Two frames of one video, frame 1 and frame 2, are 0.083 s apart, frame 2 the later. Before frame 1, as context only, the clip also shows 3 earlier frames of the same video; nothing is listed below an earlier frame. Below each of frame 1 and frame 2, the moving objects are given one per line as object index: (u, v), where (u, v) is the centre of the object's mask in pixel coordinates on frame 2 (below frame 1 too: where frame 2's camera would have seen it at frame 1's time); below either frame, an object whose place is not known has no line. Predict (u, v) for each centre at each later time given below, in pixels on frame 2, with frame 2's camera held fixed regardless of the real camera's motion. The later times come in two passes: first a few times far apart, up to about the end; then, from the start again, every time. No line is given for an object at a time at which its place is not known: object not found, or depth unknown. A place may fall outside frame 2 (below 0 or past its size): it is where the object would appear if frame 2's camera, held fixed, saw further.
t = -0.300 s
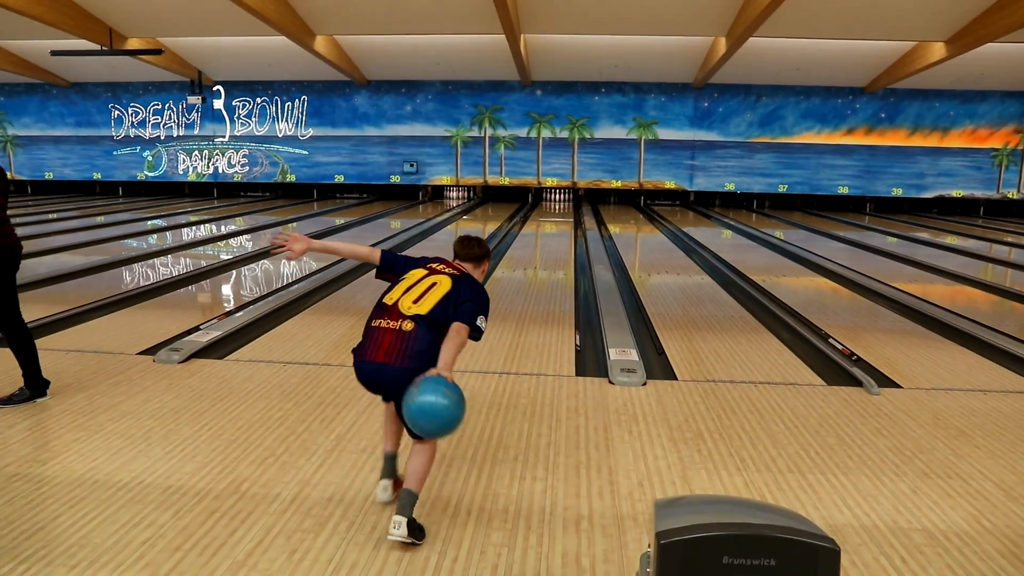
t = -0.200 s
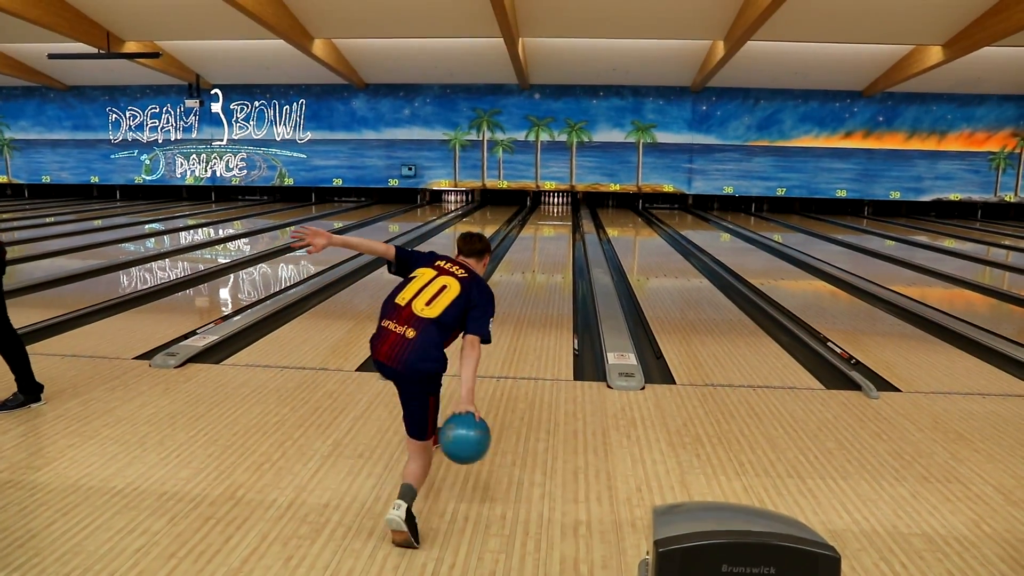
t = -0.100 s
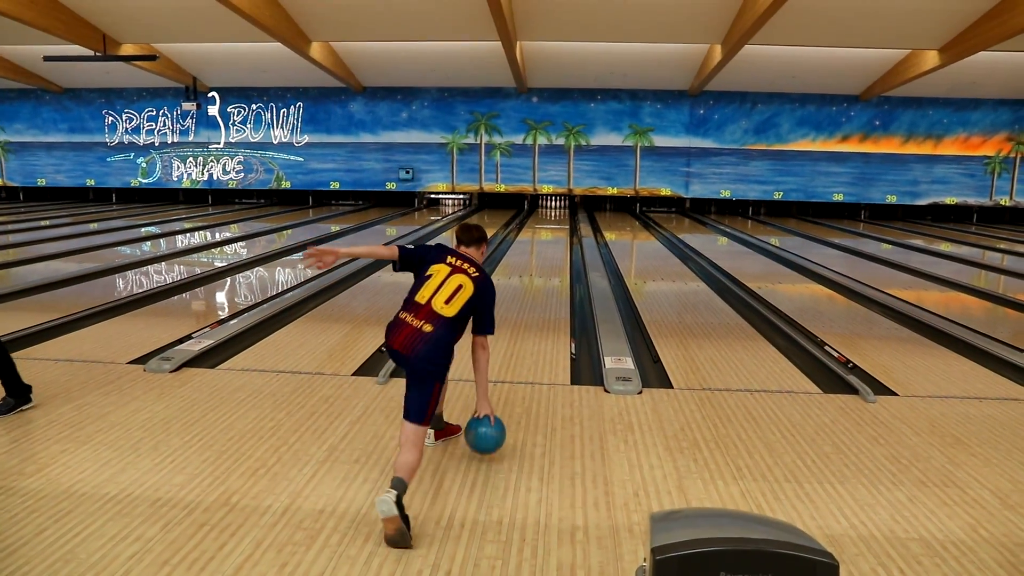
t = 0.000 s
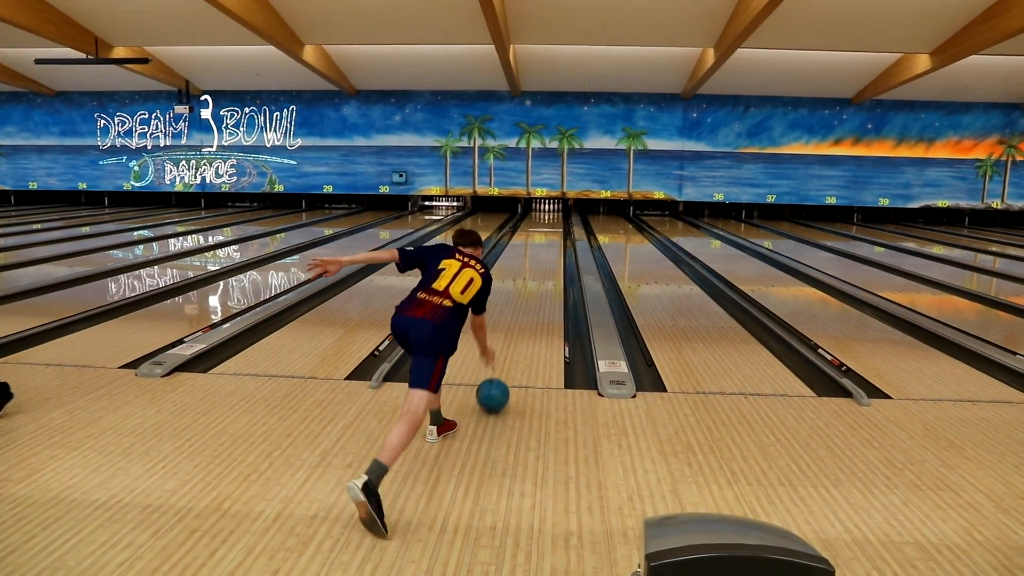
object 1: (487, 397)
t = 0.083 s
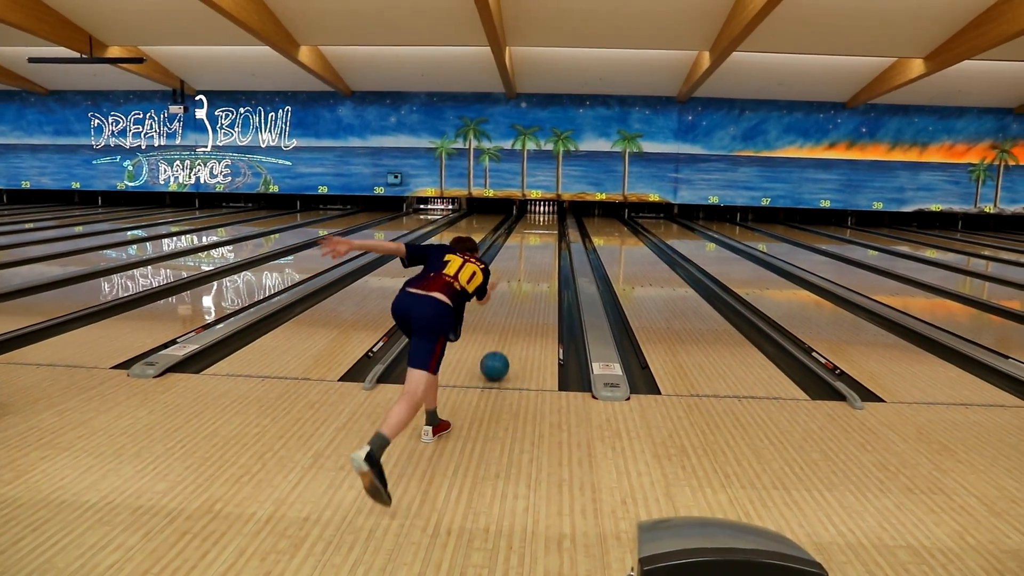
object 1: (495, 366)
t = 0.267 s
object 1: (508, 319)
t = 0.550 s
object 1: (516, 279)
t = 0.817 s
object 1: (521, 256)
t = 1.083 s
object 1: (524, 242)
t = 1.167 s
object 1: (524, 239)
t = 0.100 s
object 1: (496, 361)
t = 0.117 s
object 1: (497, 356)
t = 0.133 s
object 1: (498, 351)
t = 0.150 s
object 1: (500, 346)
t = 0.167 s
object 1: (501, 342)
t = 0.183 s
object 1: (502, 338)
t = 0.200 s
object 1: (503, 337)
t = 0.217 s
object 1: (509, 327)
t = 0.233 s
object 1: (509, 326)
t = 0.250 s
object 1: (508, 322)
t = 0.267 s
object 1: (508, 319)
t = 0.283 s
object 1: (508, 316)
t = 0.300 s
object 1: (508, 313)
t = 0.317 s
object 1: (508, 310)
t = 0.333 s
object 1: (509, 308)
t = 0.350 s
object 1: (509, 305)
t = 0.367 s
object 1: (510, 302)
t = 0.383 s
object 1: (511, 300)
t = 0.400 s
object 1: (511, 298)
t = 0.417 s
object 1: (512, 295)
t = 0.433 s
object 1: (512, 293)
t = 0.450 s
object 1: (513, 291)
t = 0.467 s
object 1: (513, 289)
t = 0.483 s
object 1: (514, 287)
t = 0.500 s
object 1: (515, 285)
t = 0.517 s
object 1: (515, 283)
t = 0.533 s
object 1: (515, 281)
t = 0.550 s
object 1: (516, 279)
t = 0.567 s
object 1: (516, 278)
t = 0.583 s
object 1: (516, 276)
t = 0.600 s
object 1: (517, 274)
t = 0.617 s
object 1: (517, 273)
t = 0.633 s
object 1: (517, 271)
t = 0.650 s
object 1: (518, 270)
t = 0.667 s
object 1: (518, 268)
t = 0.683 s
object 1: (518, 267)
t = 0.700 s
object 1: (519, 265)
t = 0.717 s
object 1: (519, 264)
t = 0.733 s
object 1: (519, 263)
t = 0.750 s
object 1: (520, 261)
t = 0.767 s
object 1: (520, 260)
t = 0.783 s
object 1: (520, 259)
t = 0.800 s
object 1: (521, 258)
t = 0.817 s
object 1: (521, 256)
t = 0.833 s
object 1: (521, 255)
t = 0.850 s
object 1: (521, 254)
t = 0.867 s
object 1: (521, 253)
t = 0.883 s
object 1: (522, 252)
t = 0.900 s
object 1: (522, 251)
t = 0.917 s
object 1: (522, 250)
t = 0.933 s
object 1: (522, 249)
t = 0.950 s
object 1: (523, 248)
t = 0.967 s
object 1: (523, 247)
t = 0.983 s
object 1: (523, 246)
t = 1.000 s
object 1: (523, 246)
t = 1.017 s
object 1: (523, 245)
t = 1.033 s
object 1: (523, 244)
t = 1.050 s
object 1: (523, 243)
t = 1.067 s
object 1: (523, 242)
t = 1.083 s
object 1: (524, 242)
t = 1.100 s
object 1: (524, 241)
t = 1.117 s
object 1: (524, 240)
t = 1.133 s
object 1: (524, 240)
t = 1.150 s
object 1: (524, 239)
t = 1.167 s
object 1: (524, 239)
